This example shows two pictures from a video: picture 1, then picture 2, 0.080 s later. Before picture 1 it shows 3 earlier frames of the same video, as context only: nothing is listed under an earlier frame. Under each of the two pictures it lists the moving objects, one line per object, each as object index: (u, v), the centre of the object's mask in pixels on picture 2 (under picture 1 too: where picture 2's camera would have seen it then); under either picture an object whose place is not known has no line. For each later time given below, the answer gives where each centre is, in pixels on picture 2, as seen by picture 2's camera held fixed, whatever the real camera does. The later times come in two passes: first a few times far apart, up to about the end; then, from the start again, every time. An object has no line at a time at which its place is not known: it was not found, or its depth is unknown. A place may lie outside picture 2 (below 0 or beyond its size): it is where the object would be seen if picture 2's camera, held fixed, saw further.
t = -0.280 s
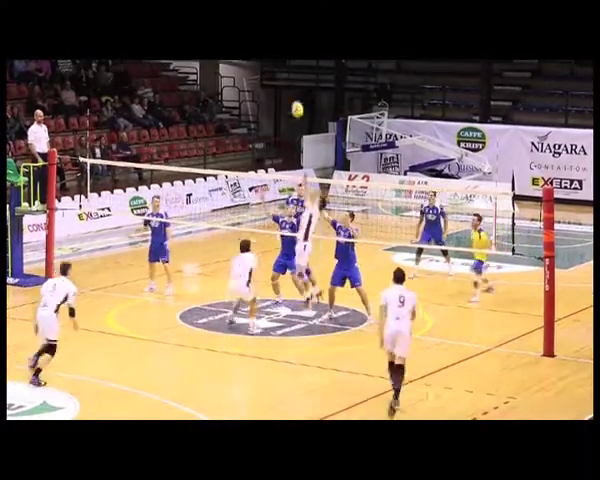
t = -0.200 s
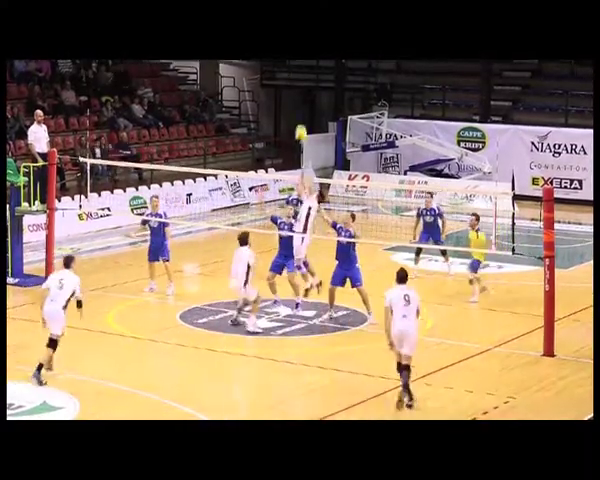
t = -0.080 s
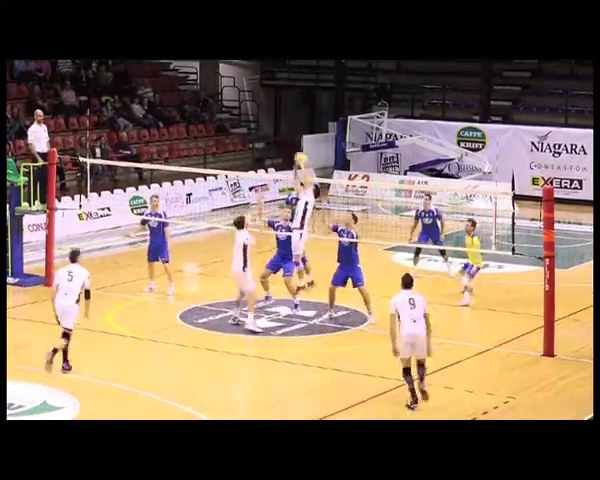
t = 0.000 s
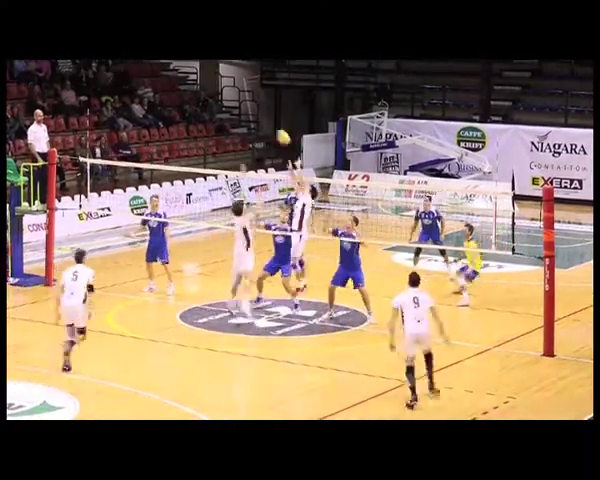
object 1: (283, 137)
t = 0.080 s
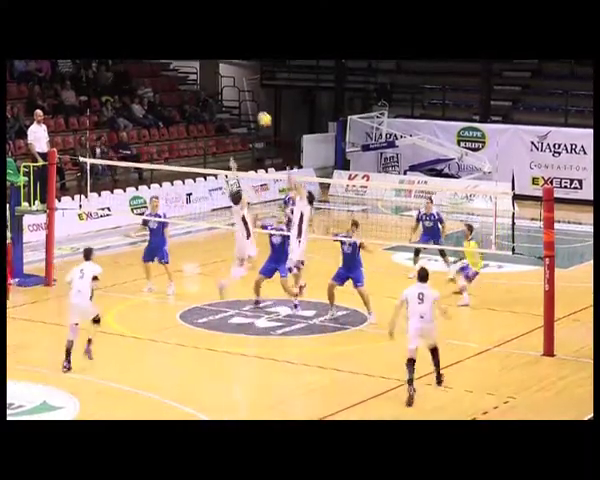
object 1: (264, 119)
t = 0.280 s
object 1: (219, 90)
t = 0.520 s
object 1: (169, 86)
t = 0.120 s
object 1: (255, 112)
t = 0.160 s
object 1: (246, 105)
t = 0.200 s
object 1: (237, 99)
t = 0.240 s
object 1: (229, 94)
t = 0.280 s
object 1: (219, 90)
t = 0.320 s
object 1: (211, 87)
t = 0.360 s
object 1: (202, 86)
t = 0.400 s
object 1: (193, 85)
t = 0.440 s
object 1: (186, 85)
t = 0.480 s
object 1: (177, 85)
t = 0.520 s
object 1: (169, 86)
